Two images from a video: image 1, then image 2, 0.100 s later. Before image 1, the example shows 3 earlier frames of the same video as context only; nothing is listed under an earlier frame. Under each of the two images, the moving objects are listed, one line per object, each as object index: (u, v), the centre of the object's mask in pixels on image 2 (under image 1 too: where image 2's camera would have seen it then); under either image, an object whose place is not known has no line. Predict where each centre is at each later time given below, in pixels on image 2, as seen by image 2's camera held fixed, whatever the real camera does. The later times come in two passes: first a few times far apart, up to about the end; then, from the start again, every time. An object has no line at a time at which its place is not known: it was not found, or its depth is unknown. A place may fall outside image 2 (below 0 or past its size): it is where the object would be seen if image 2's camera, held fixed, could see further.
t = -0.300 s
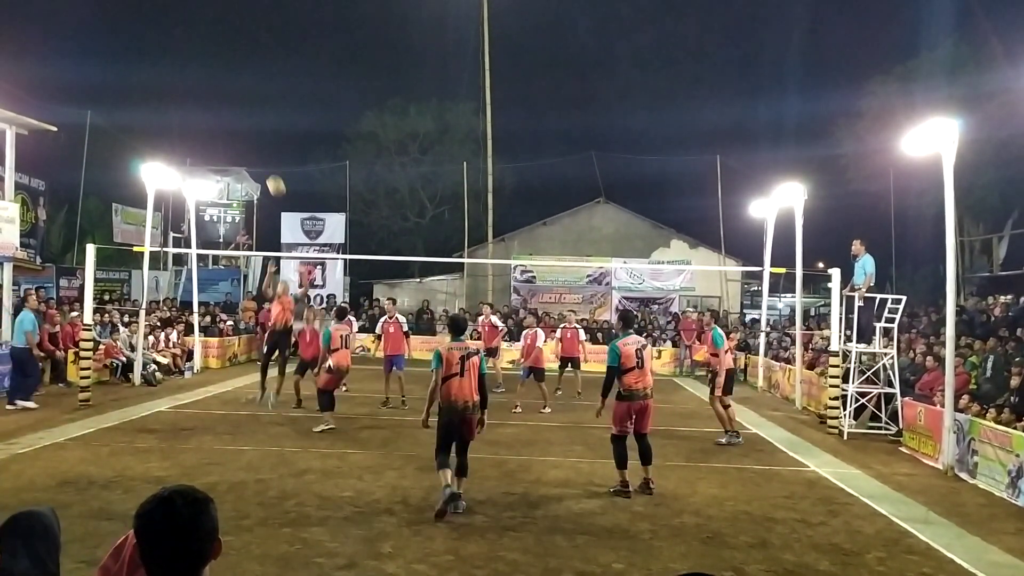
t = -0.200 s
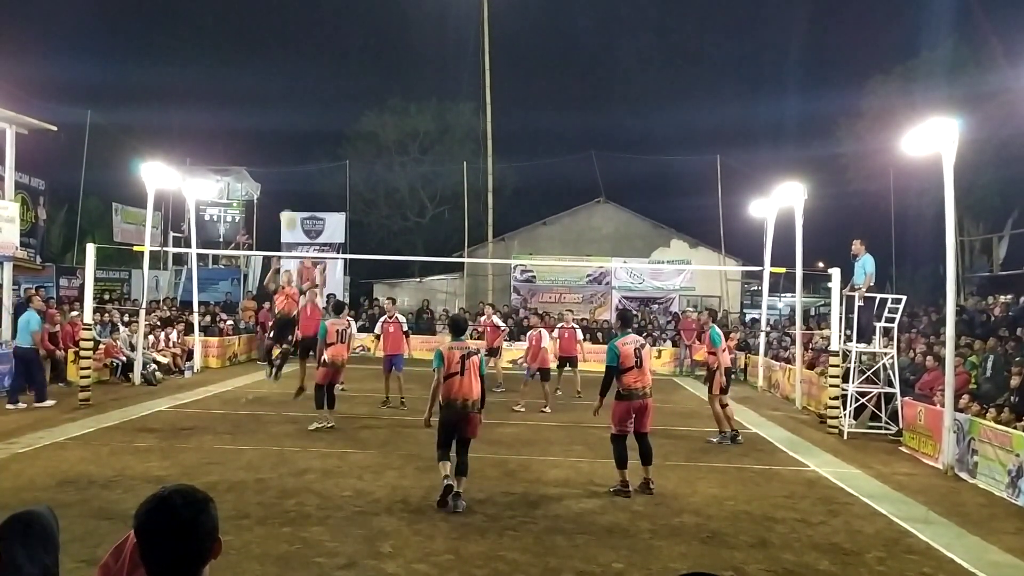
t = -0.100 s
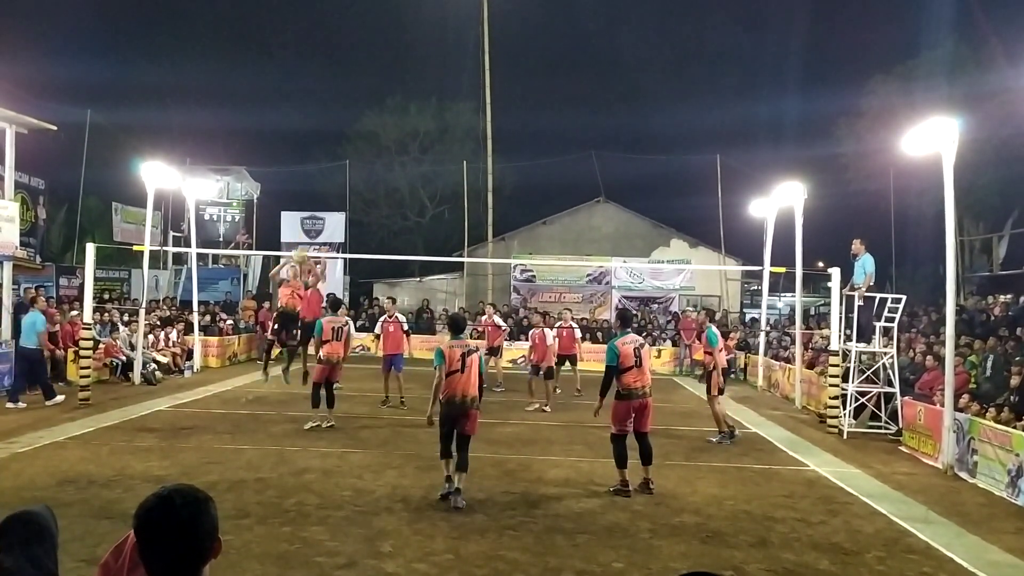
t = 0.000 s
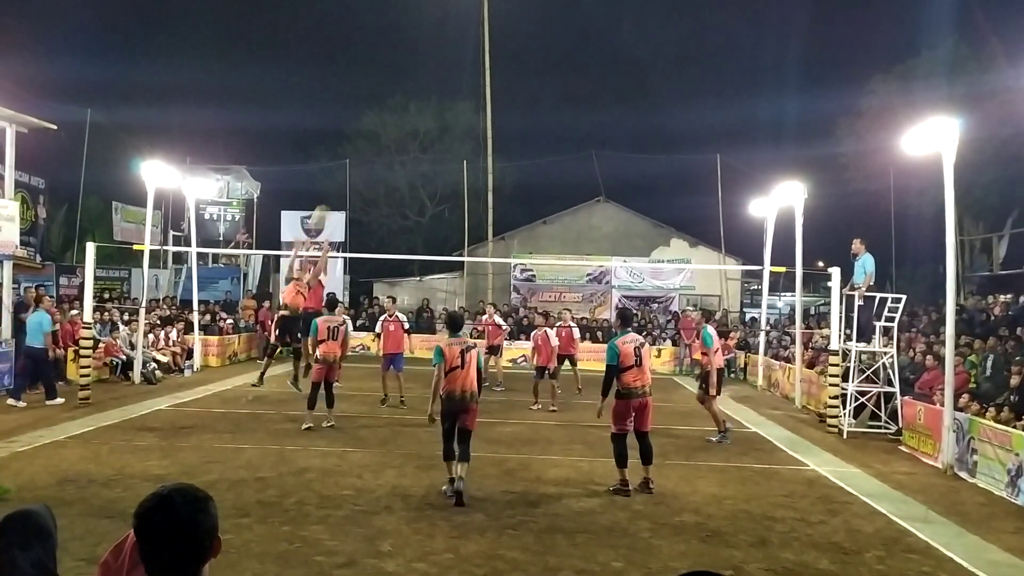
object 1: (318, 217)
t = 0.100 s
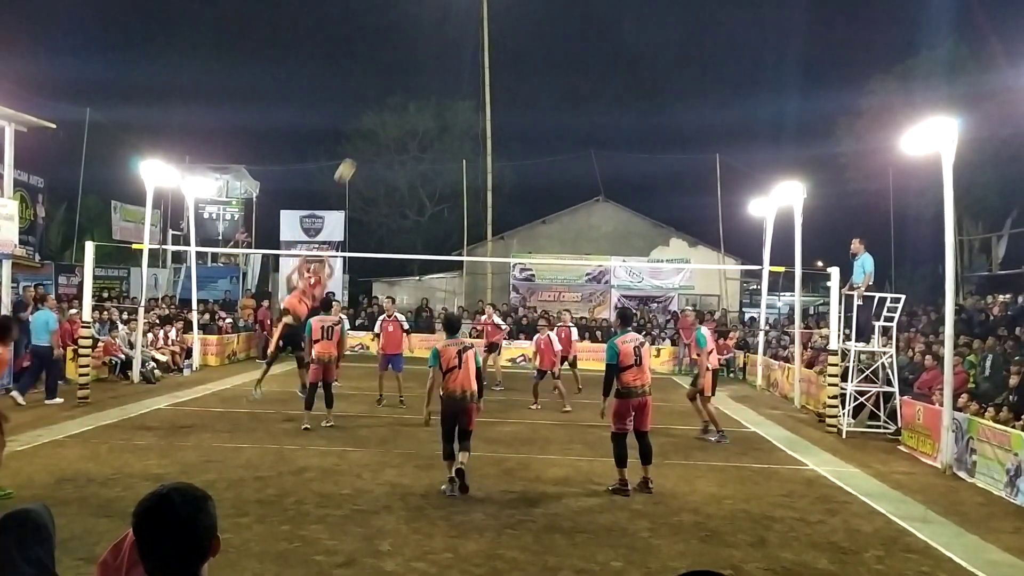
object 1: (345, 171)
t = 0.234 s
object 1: (380, 121)
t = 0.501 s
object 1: (447, 58)
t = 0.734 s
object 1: (504, 42)
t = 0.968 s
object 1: (558, 64)
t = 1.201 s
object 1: (608, 123)
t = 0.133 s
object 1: (354, 158)
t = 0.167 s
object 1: (362, 145)
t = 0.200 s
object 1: (371, 132)
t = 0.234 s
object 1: (380, 121)
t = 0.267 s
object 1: (389, 111)
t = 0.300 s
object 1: (397, 101)
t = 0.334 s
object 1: (405, 92)
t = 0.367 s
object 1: (414, 84)
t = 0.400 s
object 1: (422, 76)
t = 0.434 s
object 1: (431, 69)
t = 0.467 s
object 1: (439, 63)
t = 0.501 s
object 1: (447, 58)
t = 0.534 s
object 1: (456, 53)
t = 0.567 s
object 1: (463, 49)
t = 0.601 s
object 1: (471, 46)
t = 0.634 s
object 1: (479, 44)
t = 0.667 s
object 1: (488, 42)
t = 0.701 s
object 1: (496, 42)
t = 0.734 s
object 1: (504, 42)
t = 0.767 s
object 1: (511, 43)
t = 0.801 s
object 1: (519, 44)
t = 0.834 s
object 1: (527, 47)
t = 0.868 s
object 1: (535, 50)
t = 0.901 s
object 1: (543, 54)
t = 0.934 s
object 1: (550, 58)
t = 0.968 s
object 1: (558, 64)
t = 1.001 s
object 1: (565, 70)
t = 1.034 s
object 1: (573, 77)
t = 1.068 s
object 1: (580, 85)
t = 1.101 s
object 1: (587, 94)
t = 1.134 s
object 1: (594, 103)
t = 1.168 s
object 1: (601, 113)
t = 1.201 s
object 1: (608, 123)
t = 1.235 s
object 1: (615, 135)
